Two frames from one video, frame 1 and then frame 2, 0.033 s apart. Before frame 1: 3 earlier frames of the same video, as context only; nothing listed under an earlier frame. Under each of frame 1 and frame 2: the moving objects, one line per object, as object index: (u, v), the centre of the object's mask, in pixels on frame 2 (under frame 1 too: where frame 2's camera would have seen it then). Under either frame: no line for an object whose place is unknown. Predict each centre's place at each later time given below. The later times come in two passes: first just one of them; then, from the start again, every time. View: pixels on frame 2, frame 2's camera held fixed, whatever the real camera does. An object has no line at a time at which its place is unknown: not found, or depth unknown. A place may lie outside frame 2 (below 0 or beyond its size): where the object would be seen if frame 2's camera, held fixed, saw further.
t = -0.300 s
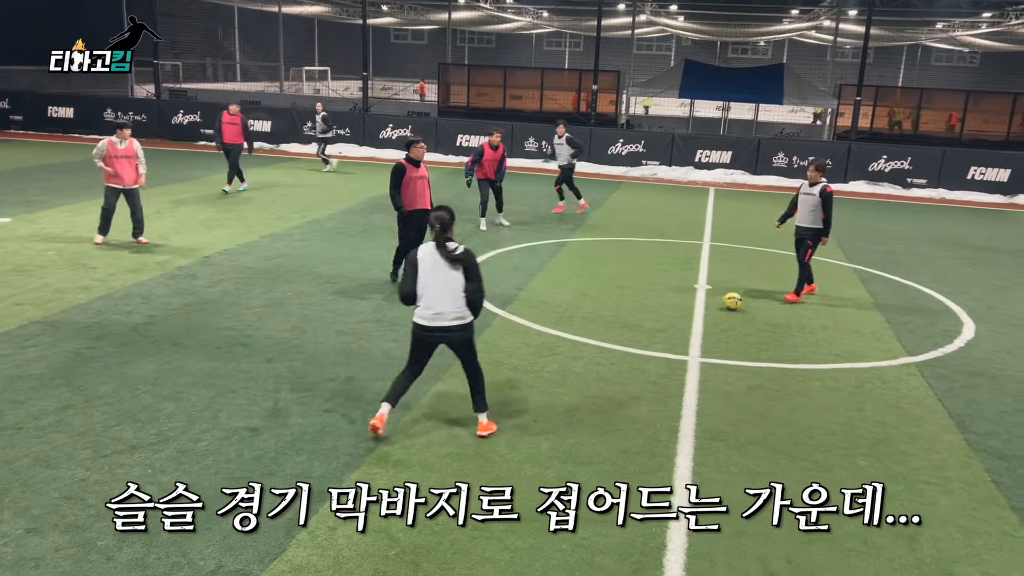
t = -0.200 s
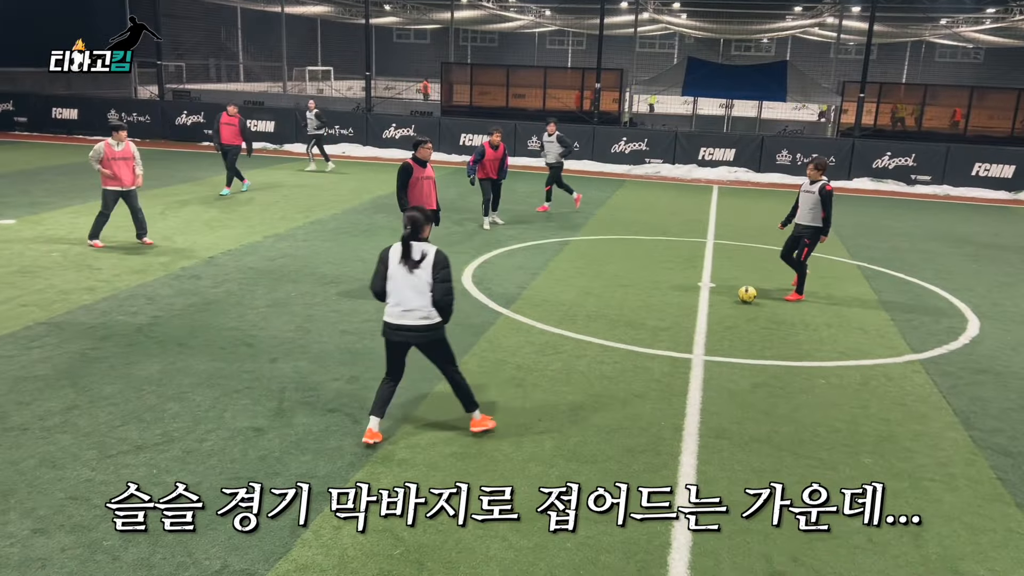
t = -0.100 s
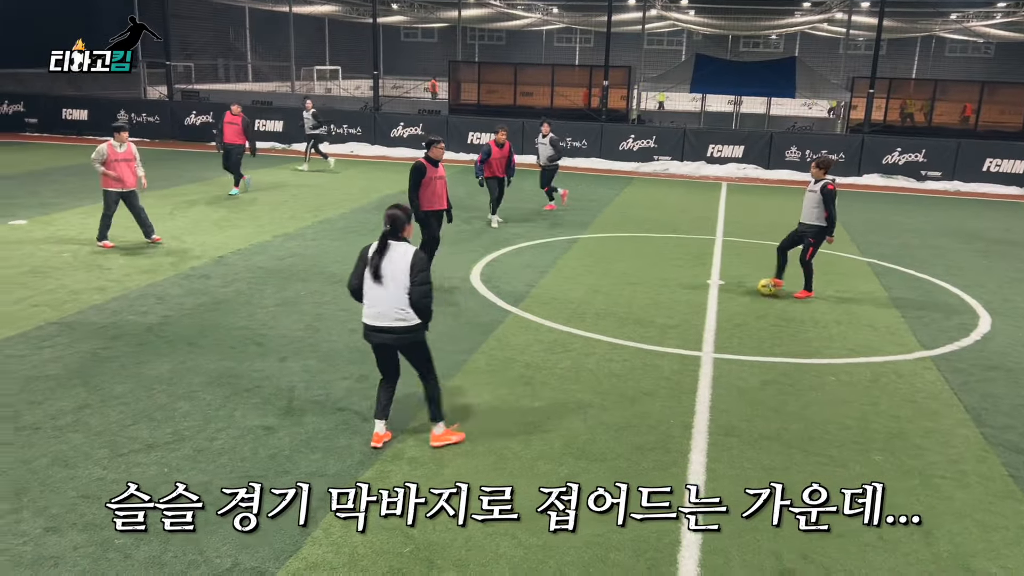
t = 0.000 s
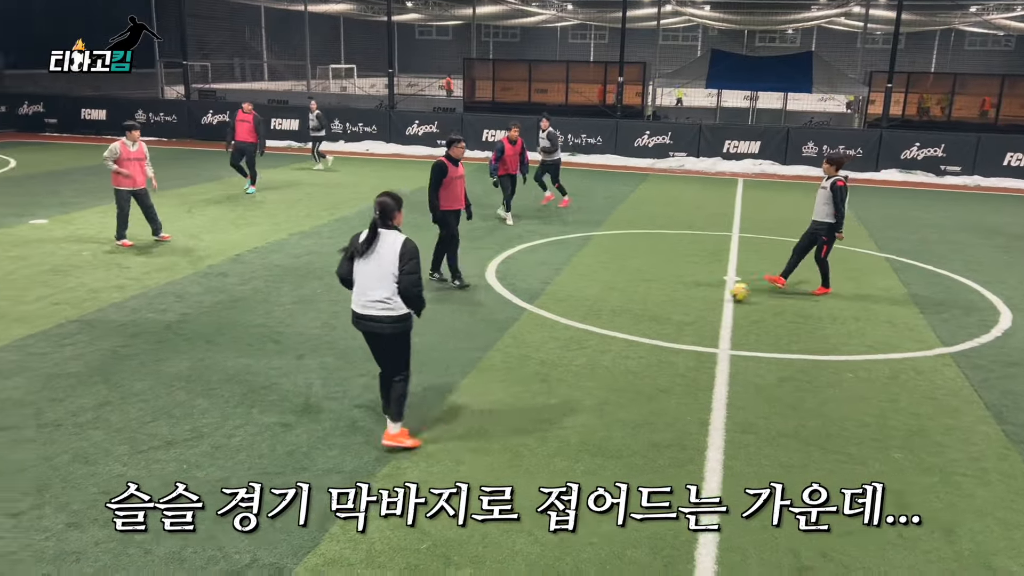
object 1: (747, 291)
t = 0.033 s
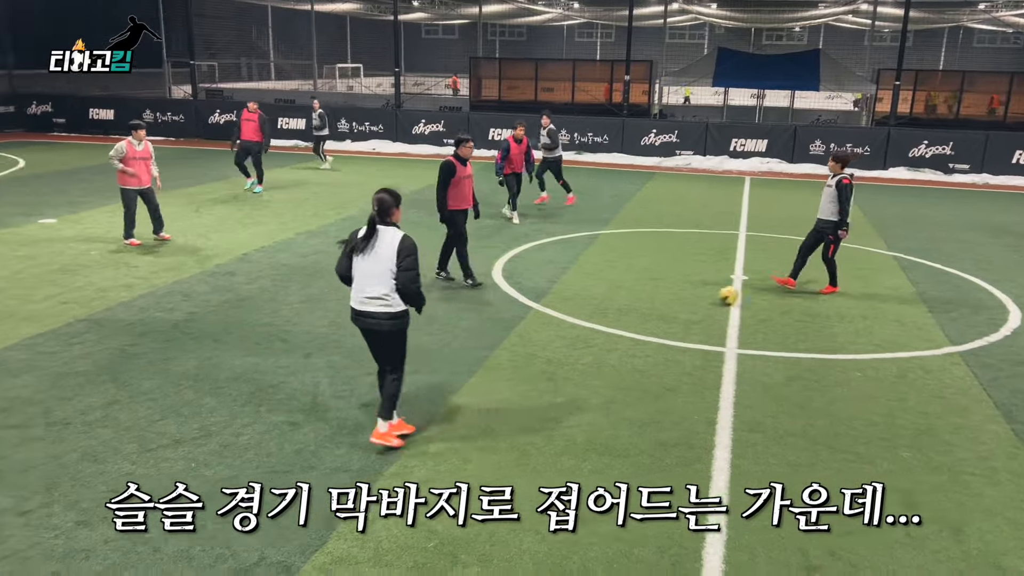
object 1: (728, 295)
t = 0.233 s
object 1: (620, 319)
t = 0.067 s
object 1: (711, 300)
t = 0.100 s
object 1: (693, 303)
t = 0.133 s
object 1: (675, 308)
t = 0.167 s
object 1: (657, 312)
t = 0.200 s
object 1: (638, 316)
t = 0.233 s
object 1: (620, 319)
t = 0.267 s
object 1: (600, 323)
